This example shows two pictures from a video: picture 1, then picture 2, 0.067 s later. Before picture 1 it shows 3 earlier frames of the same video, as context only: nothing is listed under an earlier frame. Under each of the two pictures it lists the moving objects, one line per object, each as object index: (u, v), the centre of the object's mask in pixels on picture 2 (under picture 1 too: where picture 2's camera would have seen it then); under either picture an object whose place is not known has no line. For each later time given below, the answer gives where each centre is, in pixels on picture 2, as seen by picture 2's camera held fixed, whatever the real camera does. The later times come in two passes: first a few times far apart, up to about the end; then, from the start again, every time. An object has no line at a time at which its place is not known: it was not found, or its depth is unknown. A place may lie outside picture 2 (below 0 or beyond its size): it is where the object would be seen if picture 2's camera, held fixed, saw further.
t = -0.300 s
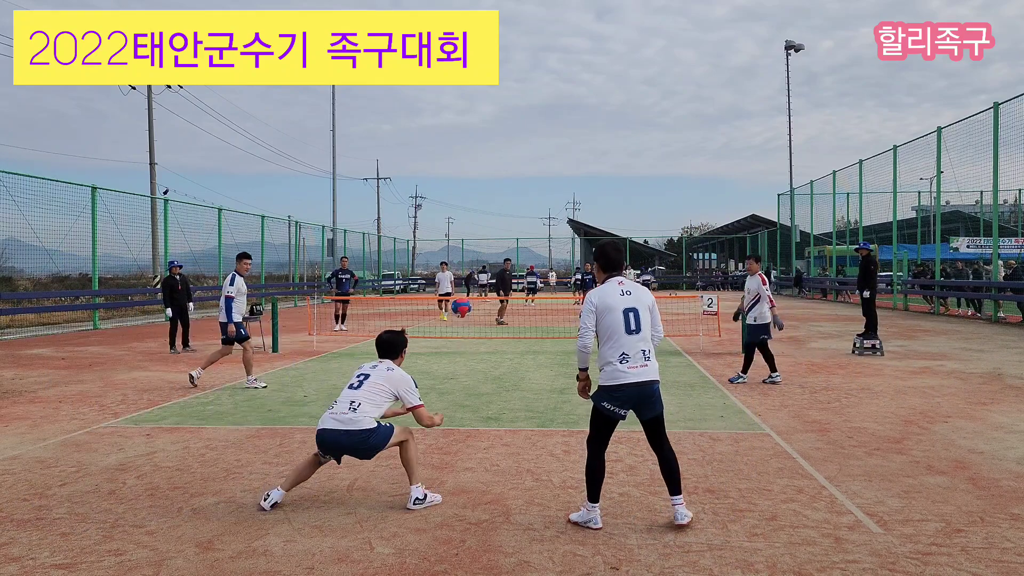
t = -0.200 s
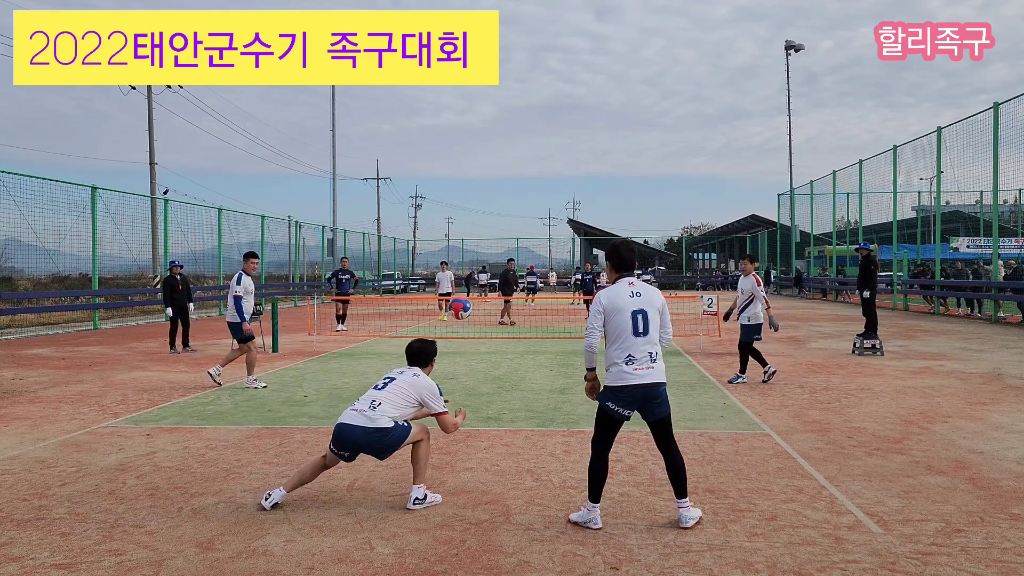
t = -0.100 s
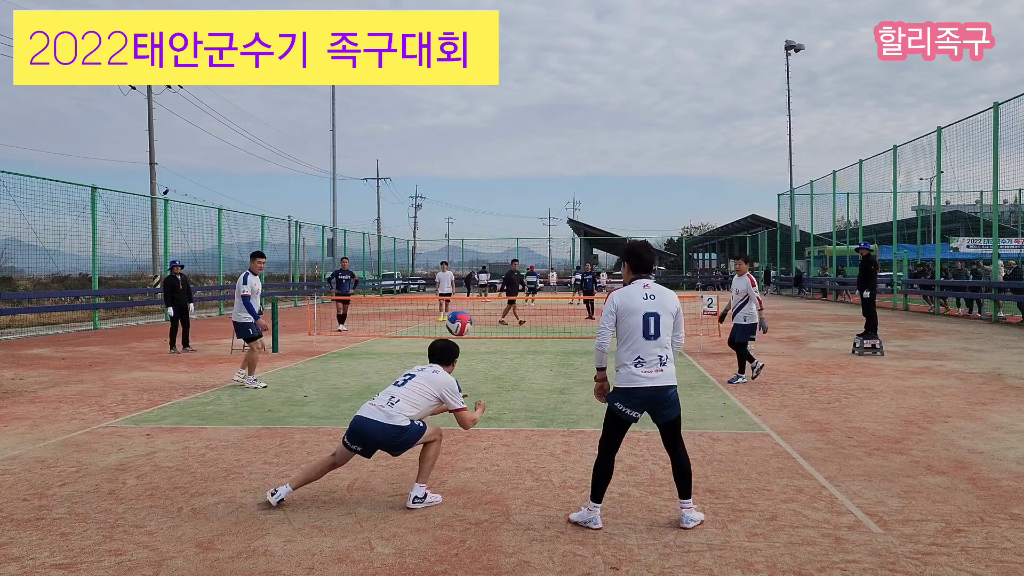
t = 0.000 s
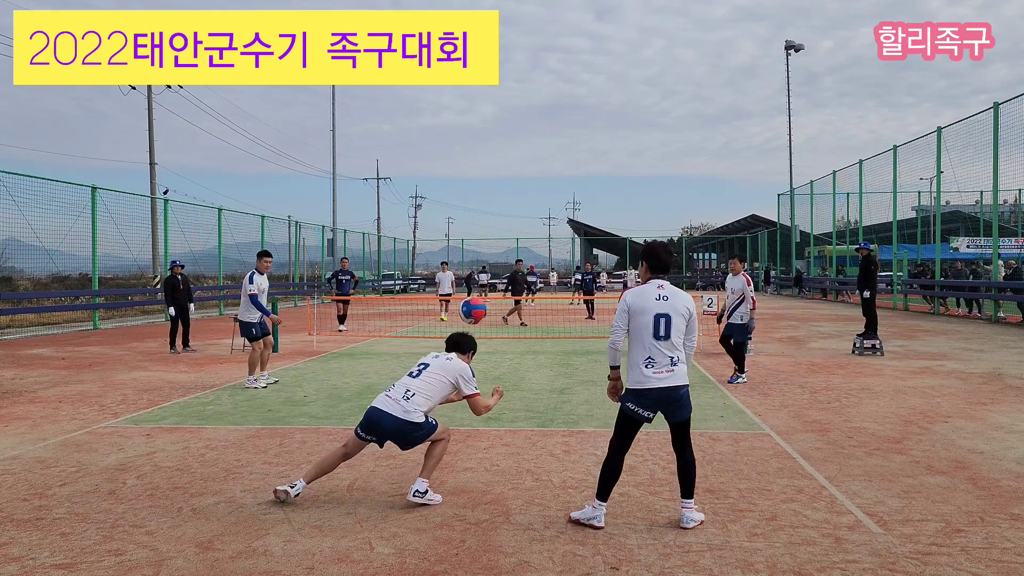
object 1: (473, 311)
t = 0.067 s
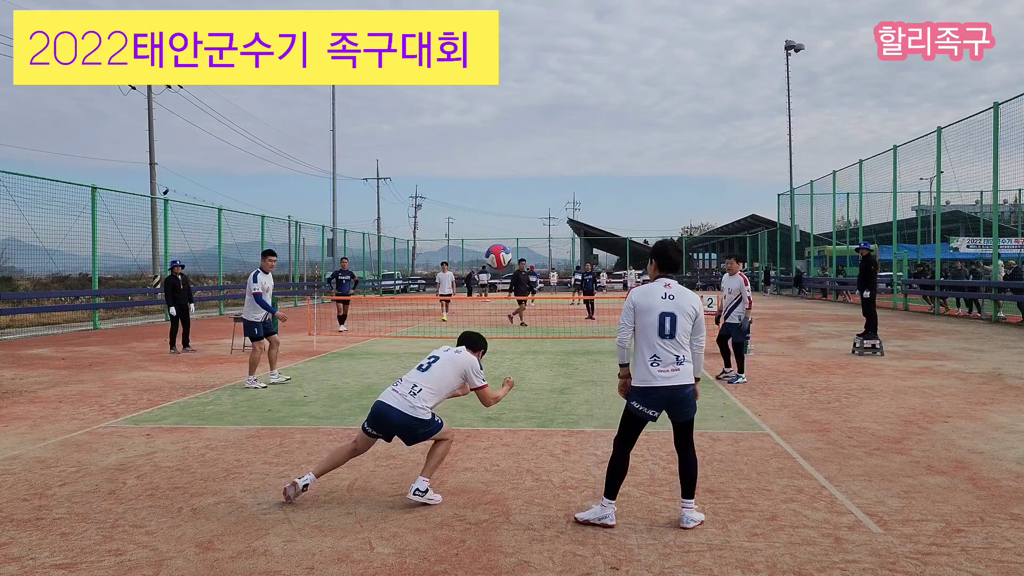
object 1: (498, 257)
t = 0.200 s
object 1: (542, 180)
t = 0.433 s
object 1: (601, 115)
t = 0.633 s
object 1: (639, 110)
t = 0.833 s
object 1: (668, 138)
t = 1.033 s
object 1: (691, 189)
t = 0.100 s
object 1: (510, 234)
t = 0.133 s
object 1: (521, 214)
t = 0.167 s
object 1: (532, 195)
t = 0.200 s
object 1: (542, 180)
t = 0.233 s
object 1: (552, 165)
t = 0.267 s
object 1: (561, 153)
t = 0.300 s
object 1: (569, 143)
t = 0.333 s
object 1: (578, 134)
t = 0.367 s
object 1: (586, 126)
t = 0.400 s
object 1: (594, 120)
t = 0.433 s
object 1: (601, 115)
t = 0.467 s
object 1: (608, 112)
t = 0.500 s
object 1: (614, 110)
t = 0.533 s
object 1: (621, 108)
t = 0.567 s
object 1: (627, 108)
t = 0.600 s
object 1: (633, 109)
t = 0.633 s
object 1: (639, 110)
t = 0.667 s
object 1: (644, 113)
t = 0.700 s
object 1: (649, 117)
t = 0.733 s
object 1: (654, 120)
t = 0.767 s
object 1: (659, 126)
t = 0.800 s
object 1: (663, 131)
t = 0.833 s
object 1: (668, 138)
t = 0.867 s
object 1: (672, 145)
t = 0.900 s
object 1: (676, 152)
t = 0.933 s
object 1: (680, 161)
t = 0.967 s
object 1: (684, 170)
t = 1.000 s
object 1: (687, 179)
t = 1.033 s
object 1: (691, 189)
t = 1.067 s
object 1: (694, 200)
